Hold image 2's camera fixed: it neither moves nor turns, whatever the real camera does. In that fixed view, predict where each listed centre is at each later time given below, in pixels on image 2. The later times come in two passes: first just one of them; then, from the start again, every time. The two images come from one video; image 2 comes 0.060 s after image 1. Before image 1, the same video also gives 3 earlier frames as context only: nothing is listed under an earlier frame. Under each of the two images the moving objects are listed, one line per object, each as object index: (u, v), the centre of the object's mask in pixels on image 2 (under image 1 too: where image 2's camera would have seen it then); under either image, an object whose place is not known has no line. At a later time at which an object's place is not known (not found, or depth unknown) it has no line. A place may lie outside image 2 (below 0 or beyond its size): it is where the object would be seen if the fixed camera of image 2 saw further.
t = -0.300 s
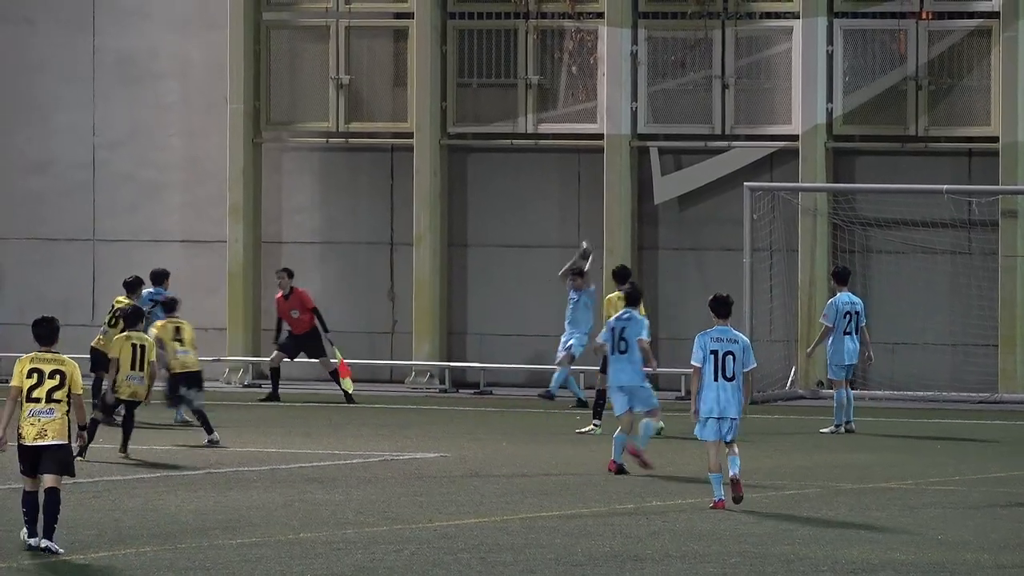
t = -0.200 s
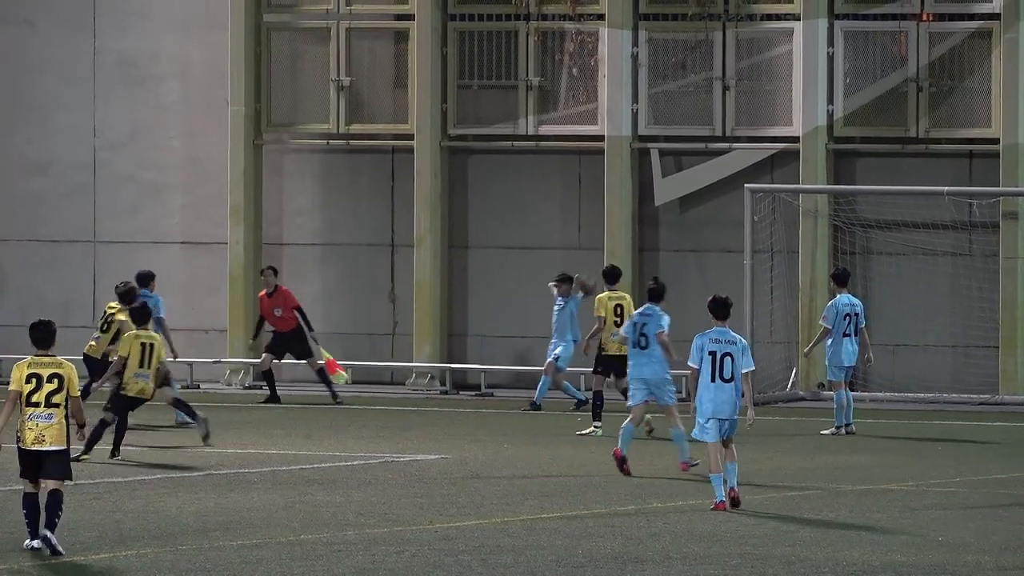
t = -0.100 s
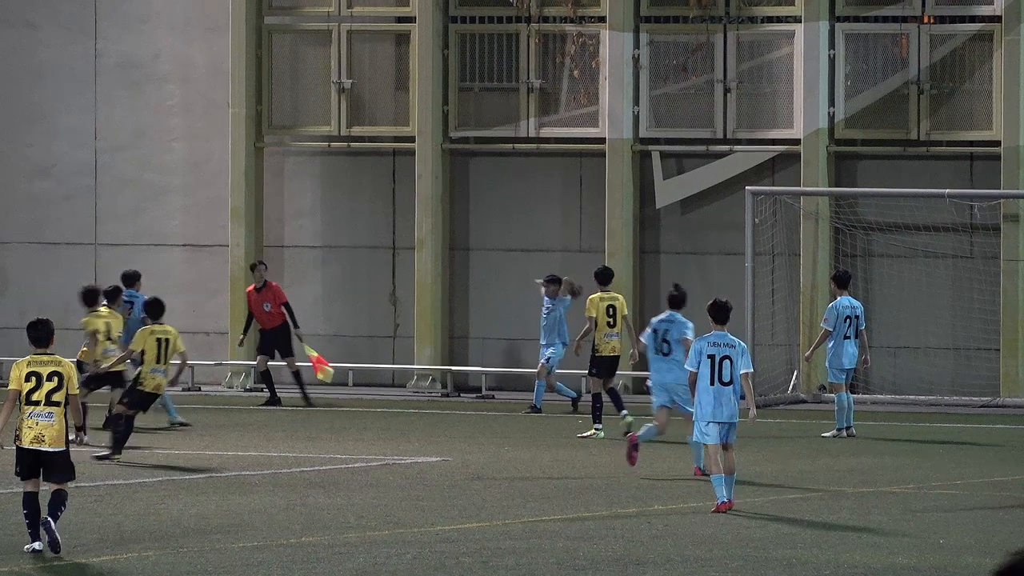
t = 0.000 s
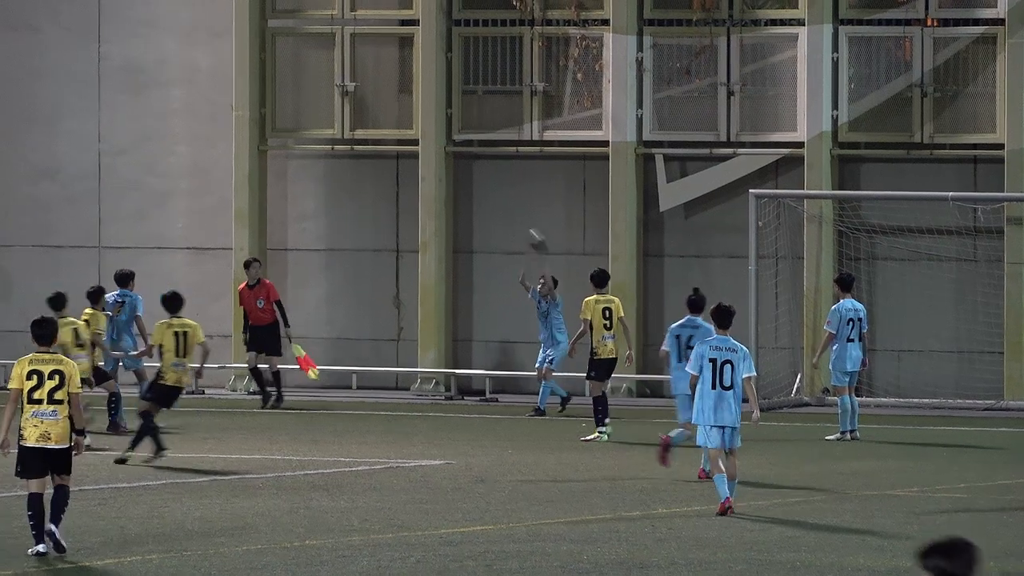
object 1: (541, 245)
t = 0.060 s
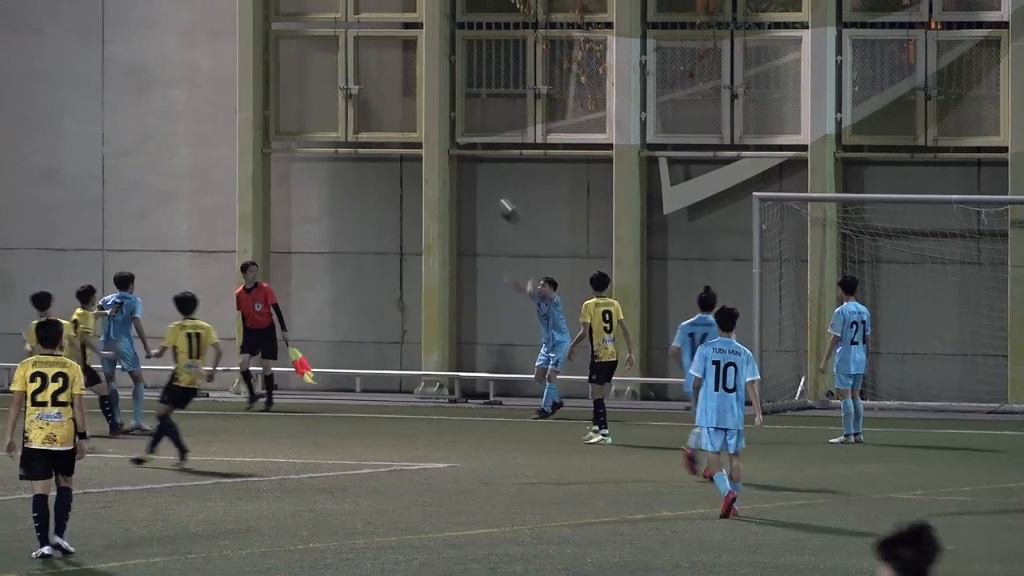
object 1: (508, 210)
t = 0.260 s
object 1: (397, 123)
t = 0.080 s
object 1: (496, 199)
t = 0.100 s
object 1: (485, 190)
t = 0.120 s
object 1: (475, 179)
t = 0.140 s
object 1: (465, 169)
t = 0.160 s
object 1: (453, 162)
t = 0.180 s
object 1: (441, 154)
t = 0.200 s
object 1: (430, 146)
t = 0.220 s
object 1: (420, 138)
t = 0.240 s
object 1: (408, 130)
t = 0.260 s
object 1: (397, 123)
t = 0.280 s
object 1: (386, 117)
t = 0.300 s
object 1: (374, 110)
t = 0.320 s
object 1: (363, 104)
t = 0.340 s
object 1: (352, 97)
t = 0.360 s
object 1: (340, 92)
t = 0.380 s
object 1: (328, 87)
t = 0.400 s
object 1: (317, 82)
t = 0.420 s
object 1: (305, 77)
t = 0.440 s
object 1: (294, 73)
